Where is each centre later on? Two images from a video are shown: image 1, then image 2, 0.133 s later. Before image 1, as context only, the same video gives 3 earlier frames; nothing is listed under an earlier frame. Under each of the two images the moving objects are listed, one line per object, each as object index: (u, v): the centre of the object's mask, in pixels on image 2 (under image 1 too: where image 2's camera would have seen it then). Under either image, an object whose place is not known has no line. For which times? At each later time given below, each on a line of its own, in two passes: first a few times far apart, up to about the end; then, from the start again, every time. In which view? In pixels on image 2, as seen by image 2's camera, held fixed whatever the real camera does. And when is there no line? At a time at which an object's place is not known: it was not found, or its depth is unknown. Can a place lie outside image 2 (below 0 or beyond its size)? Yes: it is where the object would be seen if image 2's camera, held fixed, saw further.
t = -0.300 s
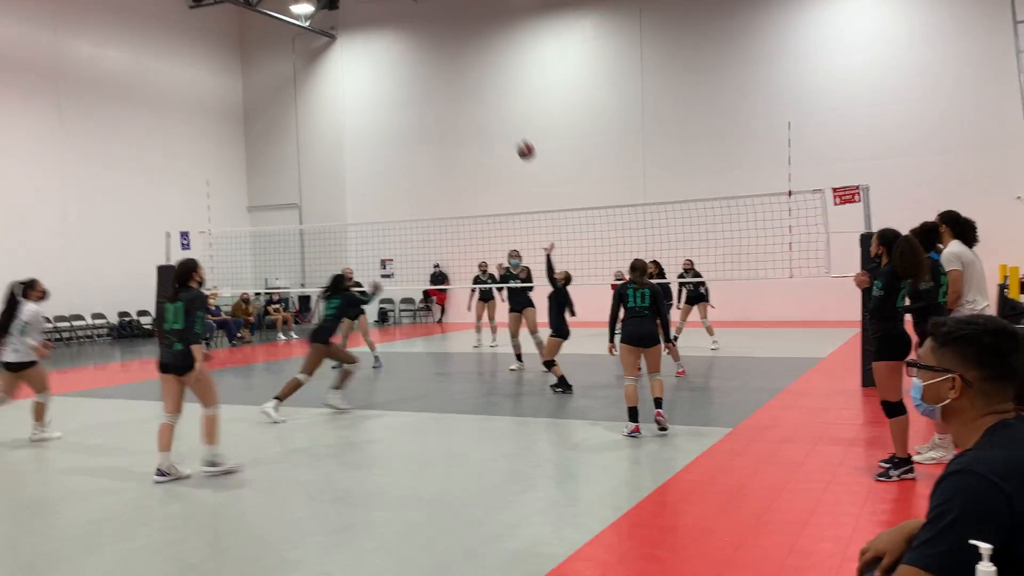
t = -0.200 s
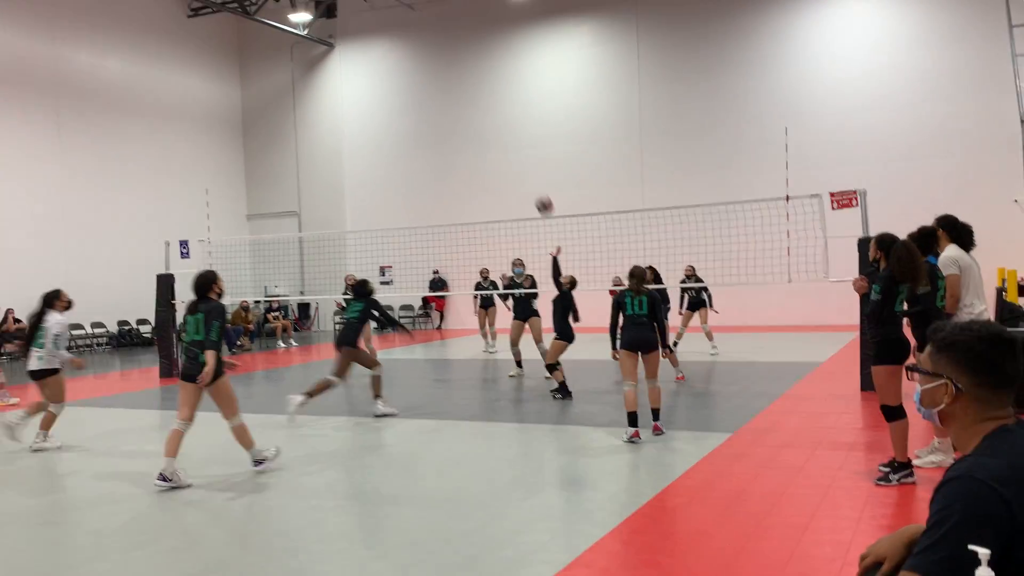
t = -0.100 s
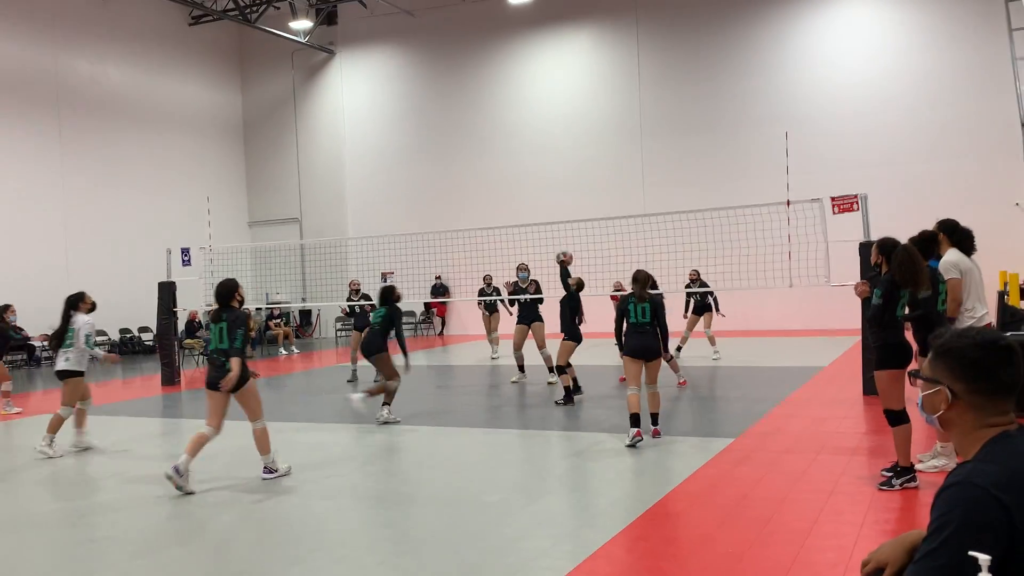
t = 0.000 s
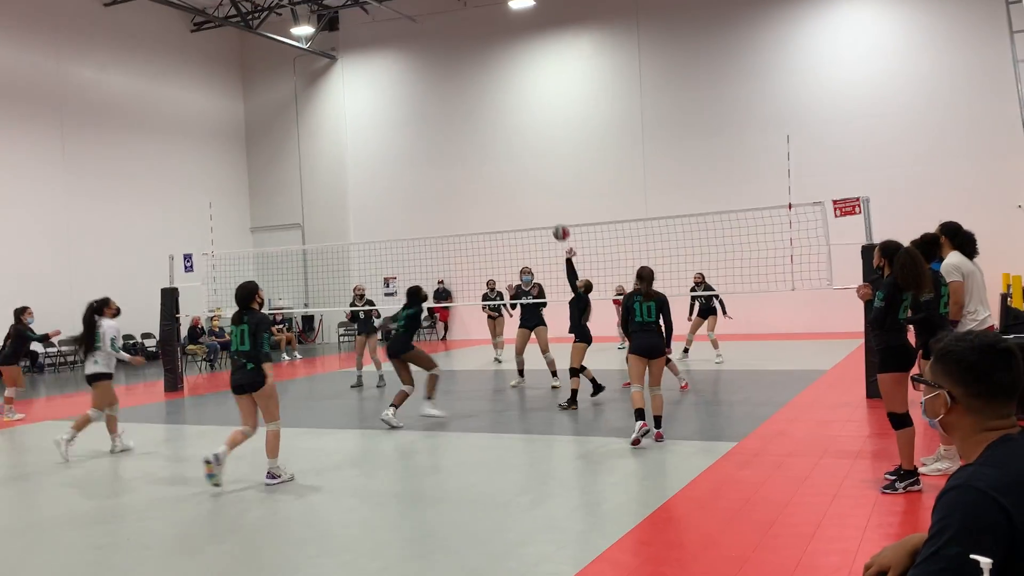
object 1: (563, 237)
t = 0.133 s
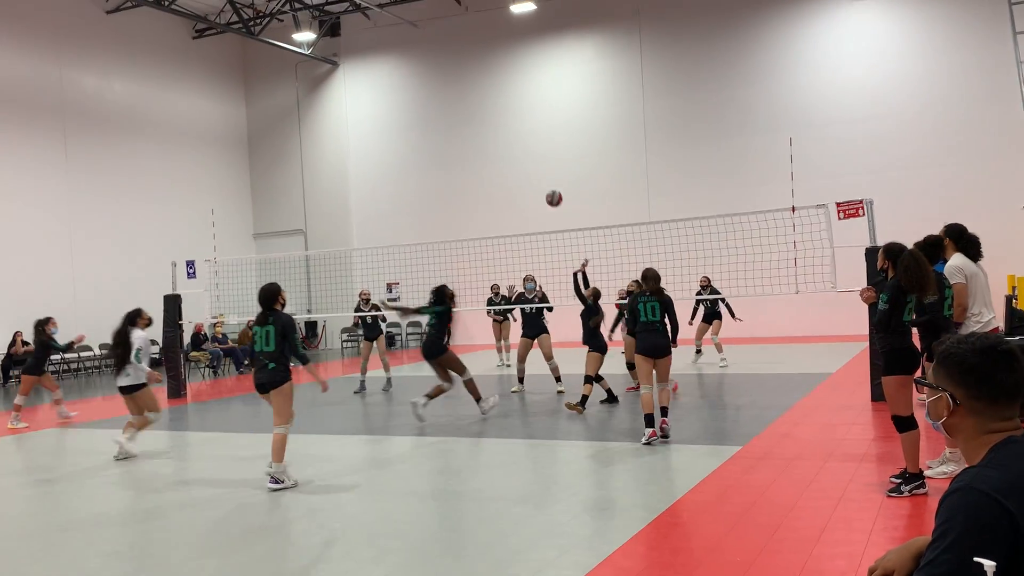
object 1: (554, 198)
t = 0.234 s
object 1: (547, 179)
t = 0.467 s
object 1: (535, 166)
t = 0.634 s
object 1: (527, 182)
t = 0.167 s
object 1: (552, 191)
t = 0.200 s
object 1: (550, 185)
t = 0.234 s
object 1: (547, 179)
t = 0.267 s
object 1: (545, 175)
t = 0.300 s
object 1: (543, 171)
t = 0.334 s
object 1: (541, 168)
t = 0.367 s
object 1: (540, 167)
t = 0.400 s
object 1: (538, 165)
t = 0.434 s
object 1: (536, 165)
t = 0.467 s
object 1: (535, 166)
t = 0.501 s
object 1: (533, 168)
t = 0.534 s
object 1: (531, 170)
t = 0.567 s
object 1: (530, 173)
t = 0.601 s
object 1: (528, 177)
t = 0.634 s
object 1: (527, 182)
